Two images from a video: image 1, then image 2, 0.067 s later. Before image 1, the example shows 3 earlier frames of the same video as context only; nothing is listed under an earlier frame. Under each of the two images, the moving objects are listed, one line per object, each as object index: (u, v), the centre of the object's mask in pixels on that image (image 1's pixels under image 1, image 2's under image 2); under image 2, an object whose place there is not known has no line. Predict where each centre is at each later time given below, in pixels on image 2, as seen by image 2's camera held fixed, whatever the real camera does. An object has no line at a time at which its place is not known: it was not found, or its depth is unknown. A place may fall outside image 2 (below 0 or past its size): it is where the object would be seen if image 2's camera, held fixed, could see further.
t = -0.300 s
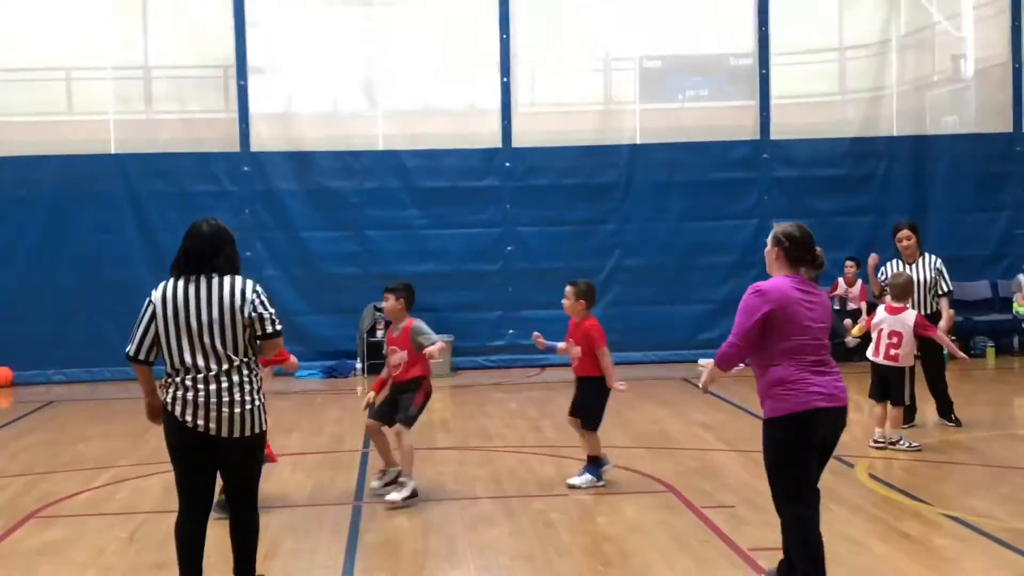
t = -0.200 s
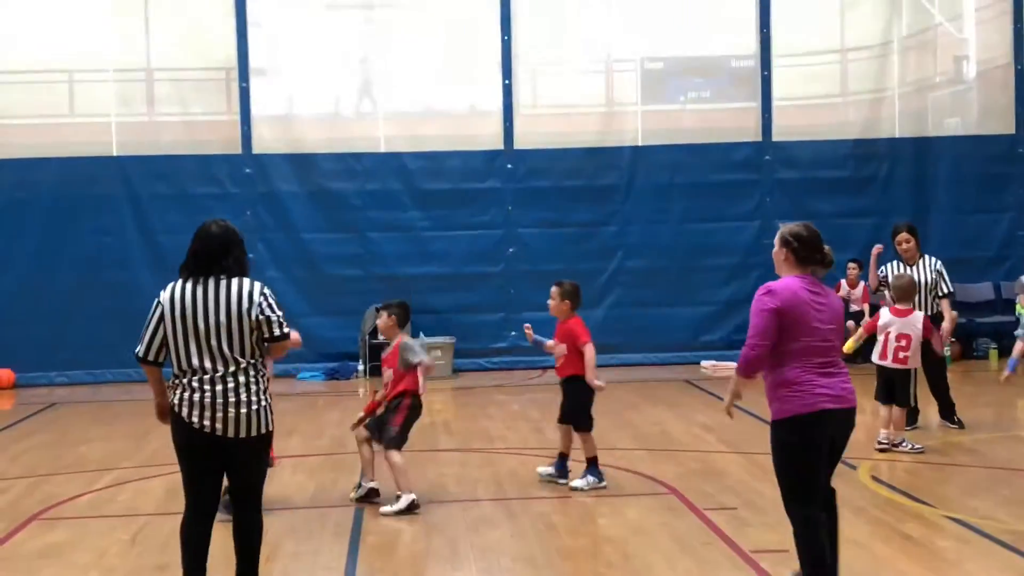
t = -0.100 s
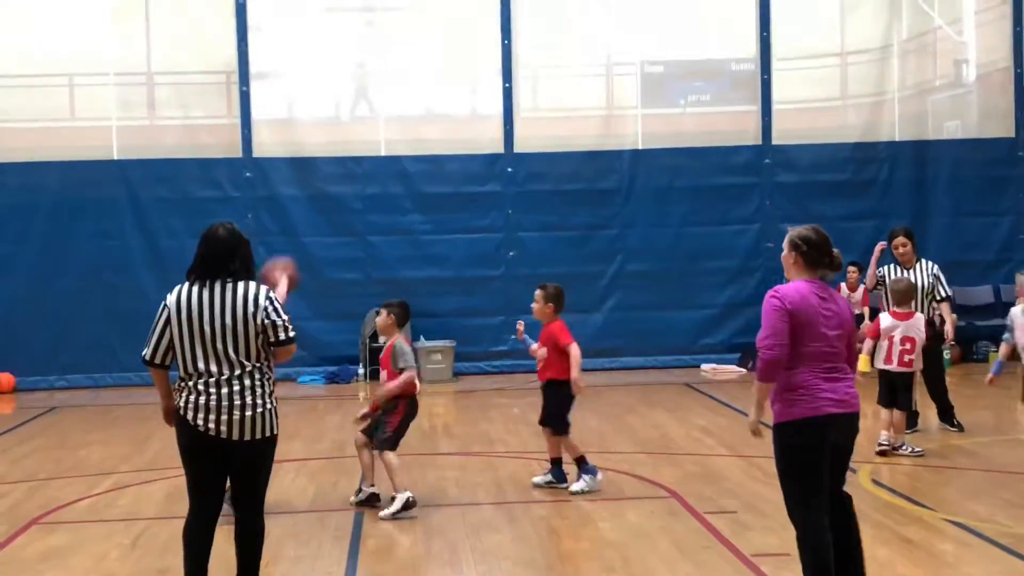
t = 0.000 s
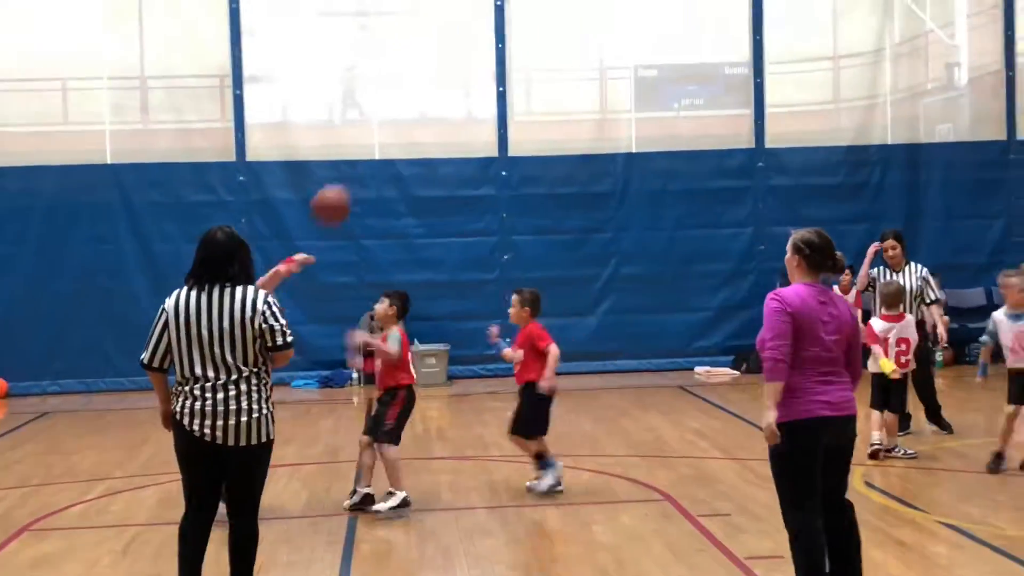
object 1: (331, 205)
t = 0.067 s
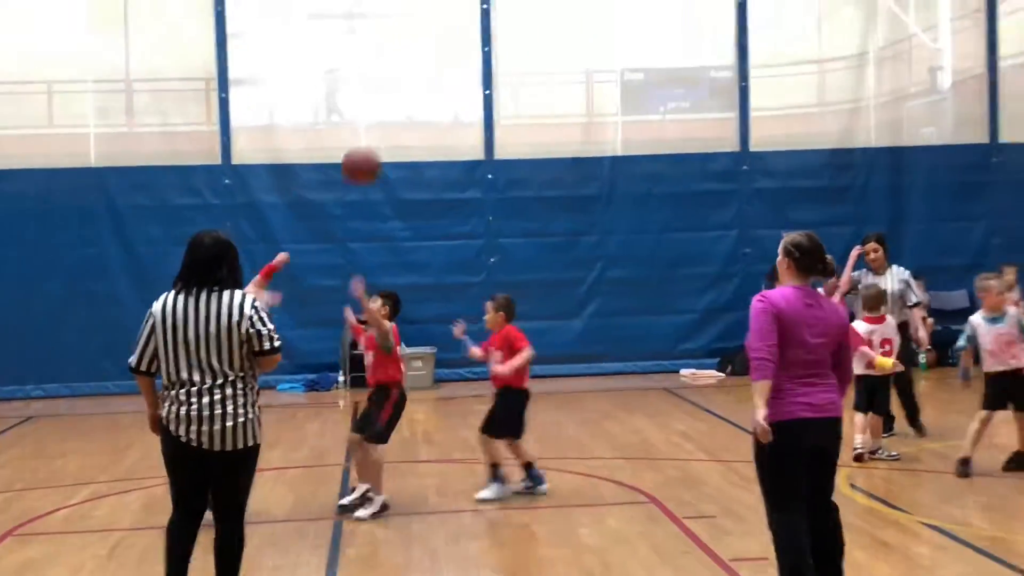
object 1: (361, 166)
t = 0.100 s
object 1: (383, 146)
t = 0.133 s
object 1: (404, 131)
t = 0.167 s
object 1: (425, 116)
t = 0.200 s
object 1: (447, 101)
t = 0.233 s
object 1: (467, 90)
